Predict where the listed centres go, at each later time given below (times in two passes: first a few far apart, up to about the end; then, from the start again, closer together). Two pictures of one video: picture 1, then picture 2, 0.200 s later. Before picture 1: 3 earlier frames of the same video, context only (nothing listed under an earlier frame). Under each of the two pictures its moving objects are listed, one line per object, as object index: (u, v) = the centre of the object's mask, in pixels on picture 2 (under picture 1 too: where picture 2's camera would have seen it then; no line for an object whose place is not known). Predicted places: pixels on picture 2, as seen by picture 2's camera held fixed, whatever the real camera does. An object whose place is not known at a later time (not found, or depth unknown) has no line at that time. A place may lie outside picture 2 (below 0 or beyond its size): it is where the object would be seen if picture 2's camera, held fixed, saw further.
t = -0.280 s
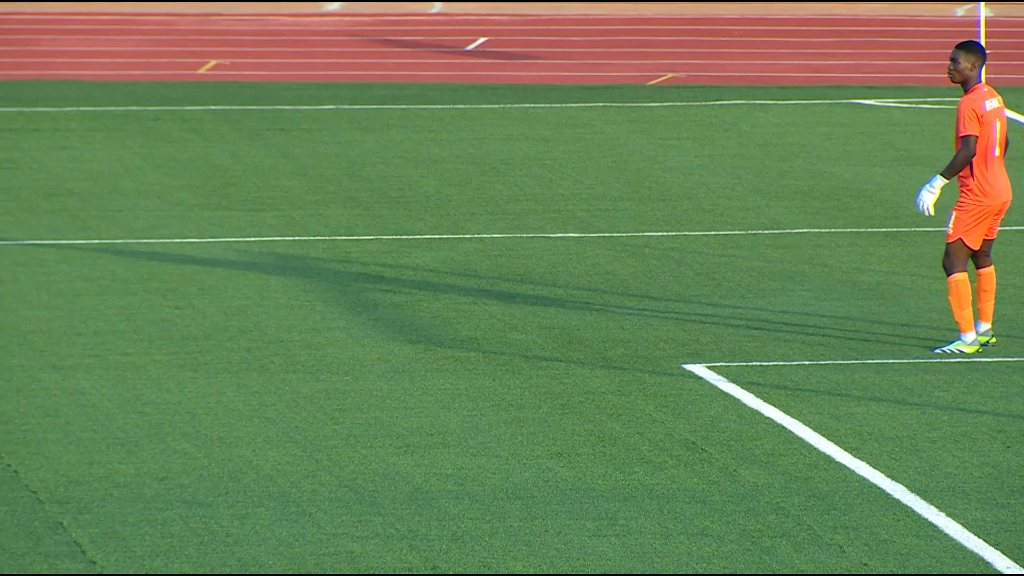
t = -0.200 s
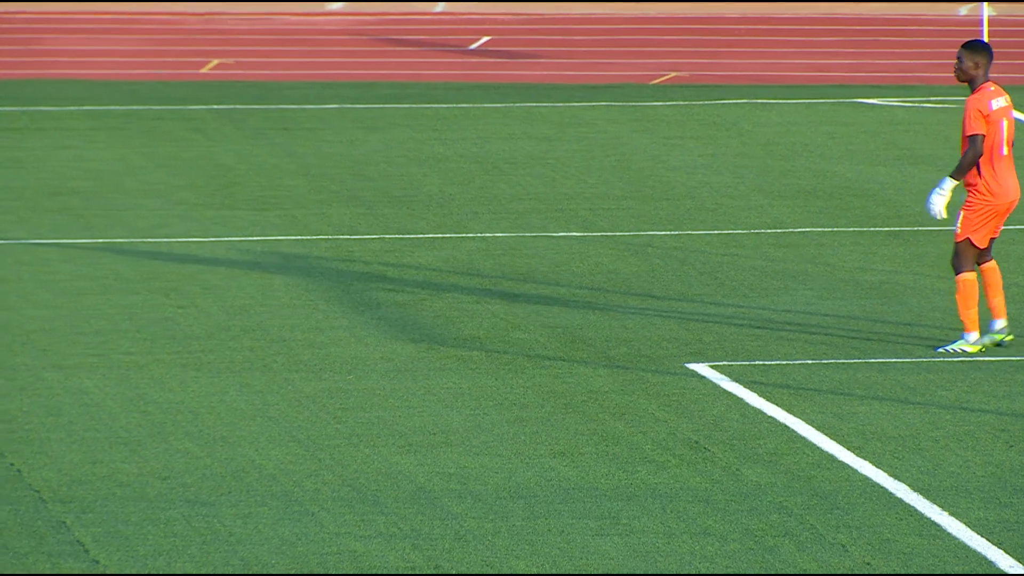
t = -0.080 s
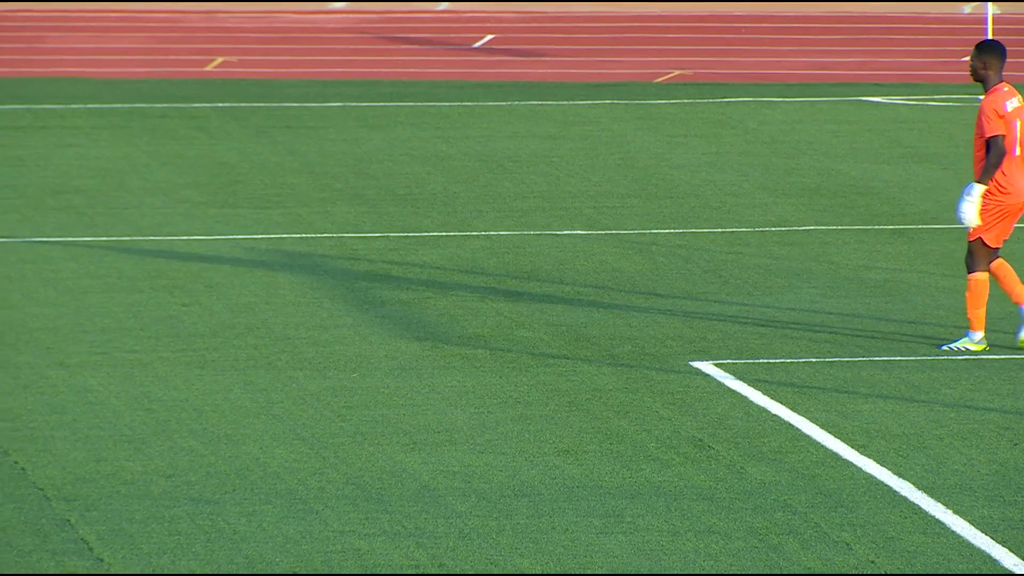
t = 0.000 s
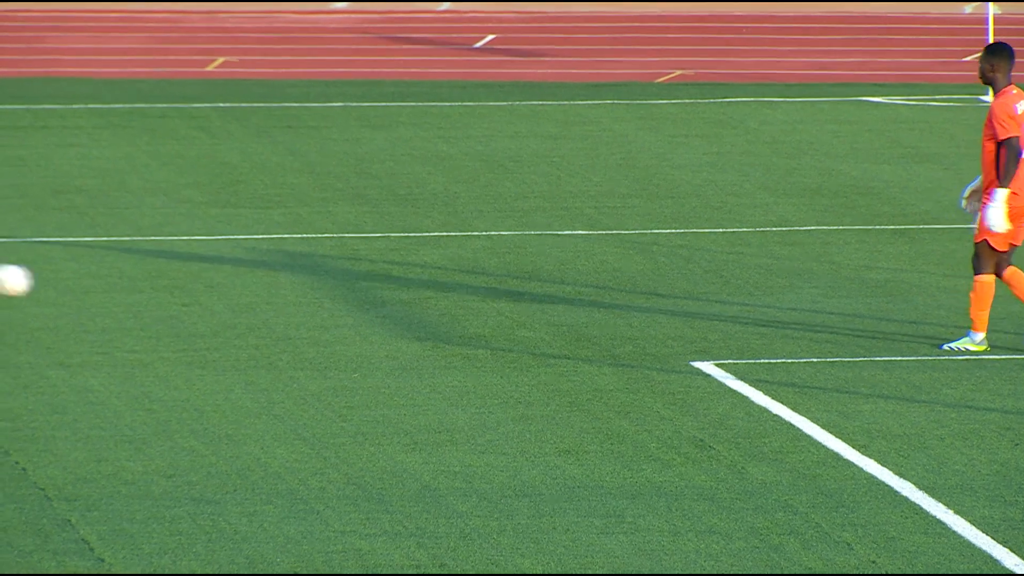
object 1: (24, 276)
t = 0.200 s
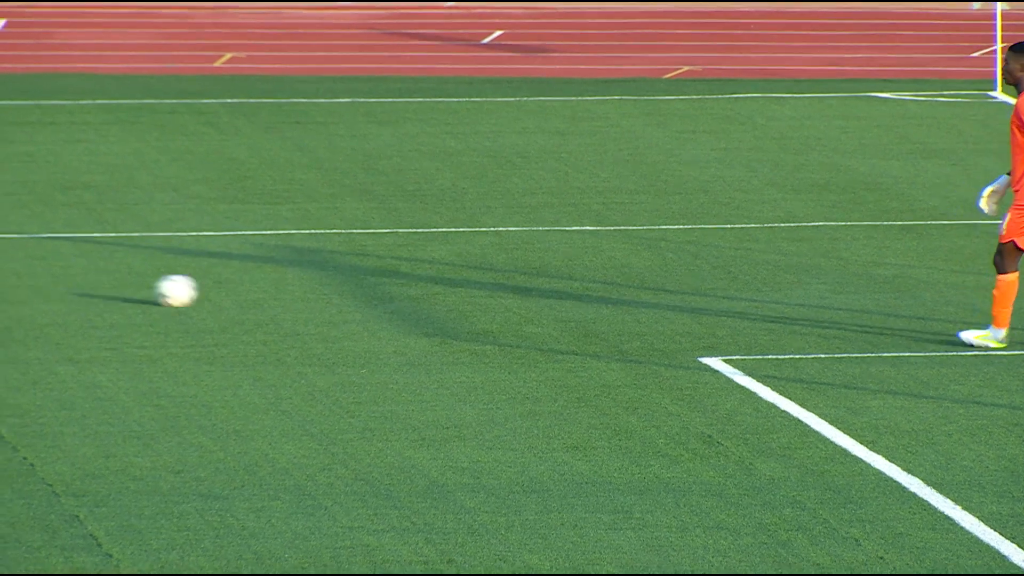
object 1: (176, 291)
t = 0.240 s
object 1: (205, 292)
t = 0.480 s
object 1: (371, 307)
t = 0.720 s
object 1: (520, 322)
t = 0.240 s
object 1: (205, 292)
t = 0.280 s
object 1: (234, 294)
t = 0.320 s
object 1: (263, 298)
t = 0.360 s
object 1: (292, 301)
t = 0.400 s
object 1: (318, 302)
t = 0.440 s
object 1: (345, 303)
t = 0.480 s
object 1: (371, 307)
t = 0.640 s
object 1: (472, 314)
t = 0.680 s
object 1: (495, 319)
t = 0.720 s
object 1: (520, 322)
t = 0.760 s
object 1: (543, 322)
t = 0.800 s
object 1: (566, 323)
